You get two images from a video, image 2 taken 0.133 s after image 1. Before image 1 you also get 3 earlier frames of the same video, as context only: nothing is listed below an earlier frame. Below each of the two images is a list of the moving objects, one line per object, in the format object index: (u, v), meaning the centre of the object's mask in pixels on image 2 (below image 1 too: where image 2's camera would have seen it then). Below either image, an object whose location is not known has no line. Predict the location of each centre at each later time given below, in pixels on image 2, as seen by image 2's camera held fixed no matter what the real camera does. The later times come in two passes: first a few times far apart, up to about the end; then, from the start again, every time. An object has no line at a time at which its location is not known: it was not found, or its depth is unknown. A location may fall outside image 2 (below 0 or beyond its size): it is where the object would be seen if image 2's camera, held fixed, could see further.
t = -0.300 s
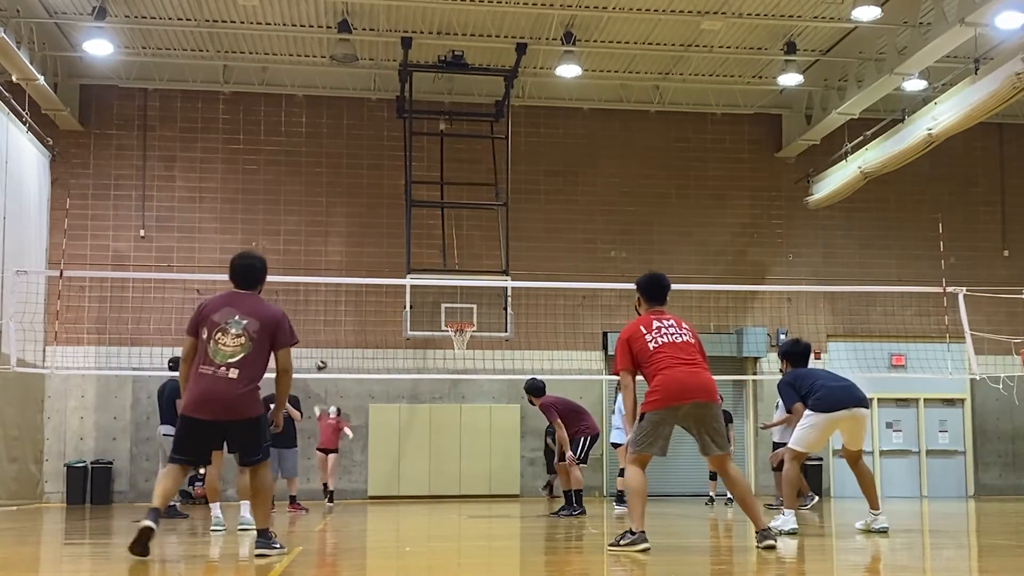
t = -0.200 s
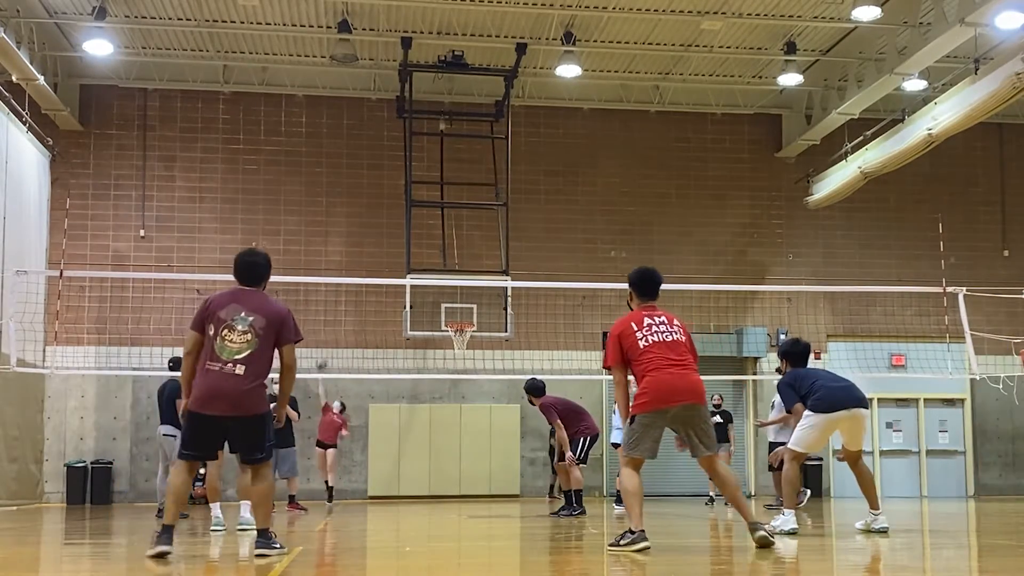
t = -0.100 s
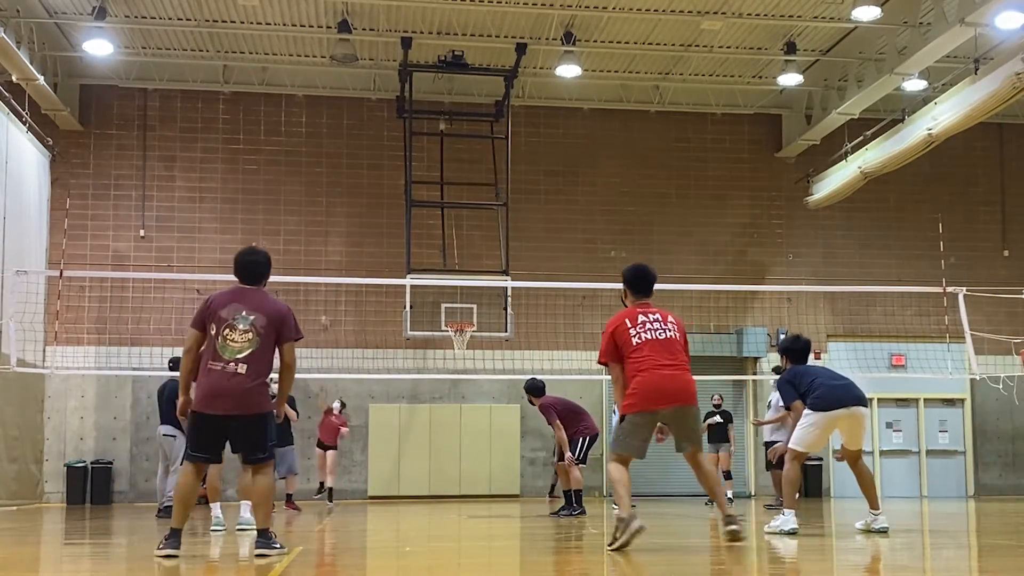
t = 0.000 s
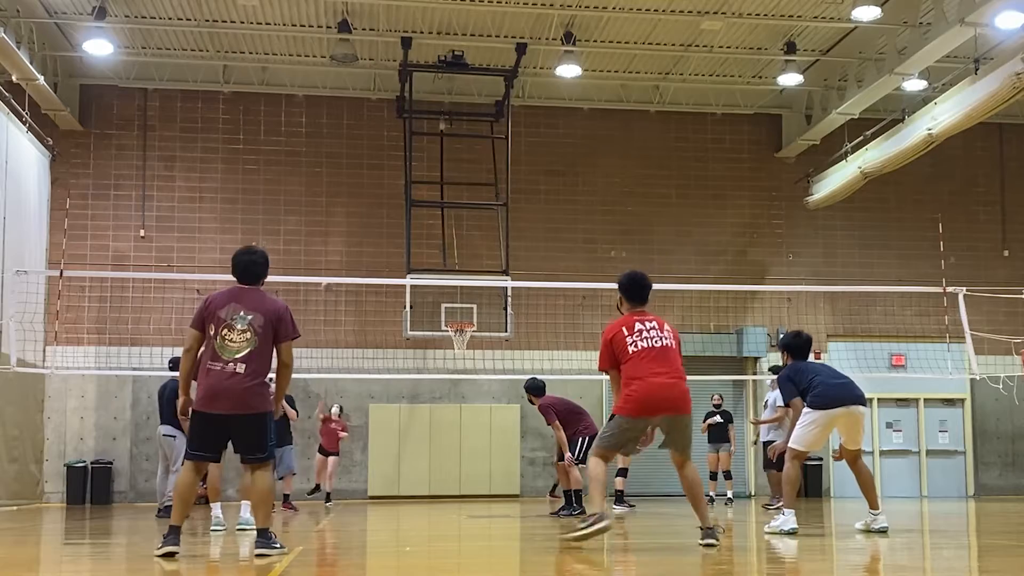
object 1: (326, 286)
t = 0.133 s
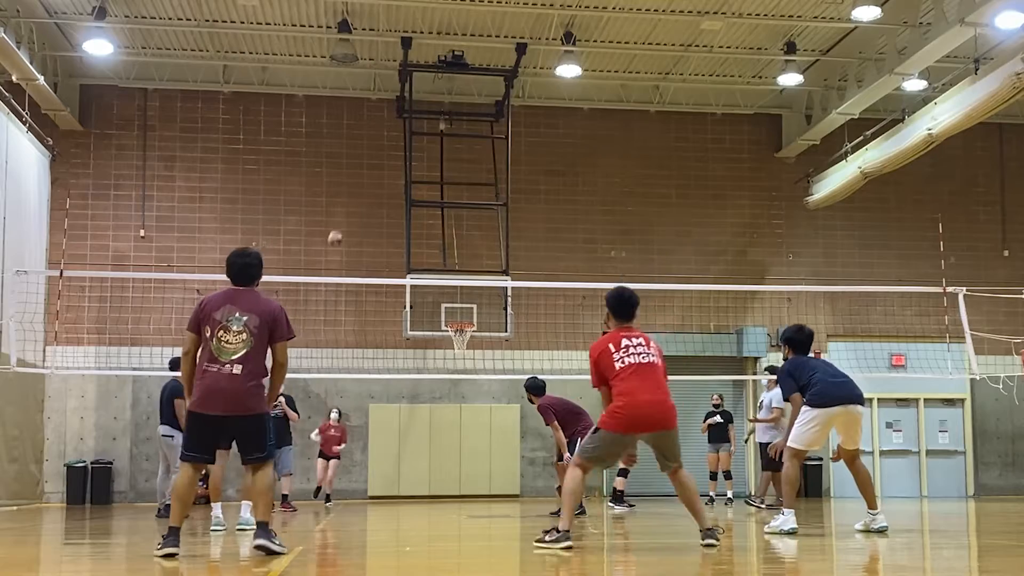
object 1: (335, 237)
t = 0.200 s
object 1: (339, 216)
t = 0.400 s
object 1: (356, 168)
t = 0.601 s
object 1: (378, 144)
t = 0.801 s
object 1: (411, 150)
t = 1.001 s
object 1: (457, 199)
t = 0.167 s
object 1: (337, 226)
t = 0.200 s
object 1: (339, 216)
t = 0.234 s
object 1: (342, 207)
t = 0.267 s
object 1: (344, 198)
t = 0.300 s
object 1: (347, 190)
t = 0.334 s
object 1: (350, 182)
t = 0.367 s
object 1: (352, 175)
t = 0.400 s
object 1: (356, 168)
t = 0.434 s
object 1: (359, 162)
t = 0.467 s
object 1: (363, 158)
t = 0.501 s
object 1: (366, 154)
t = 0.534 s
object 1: (370, 150)
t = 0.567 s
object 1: (374, 147)
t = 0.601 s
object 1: (378, 144)
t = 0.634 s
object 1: (383, 143)
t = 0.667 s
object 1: (388, 142)
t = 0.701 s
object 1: (393, 143)
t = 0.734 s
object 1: (399, 144)
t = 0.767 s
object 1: (405, 146)
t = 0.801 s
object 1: (411, 150)
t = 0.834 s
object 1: (418, 154)
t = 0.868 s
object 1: (425, 160)
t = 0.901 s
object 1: (432, 168)
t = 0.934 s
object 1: (440, 177)
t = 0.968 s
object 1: (449, 188)
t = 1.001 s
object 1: (457, 199)
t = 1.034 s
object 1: (466, 214)
